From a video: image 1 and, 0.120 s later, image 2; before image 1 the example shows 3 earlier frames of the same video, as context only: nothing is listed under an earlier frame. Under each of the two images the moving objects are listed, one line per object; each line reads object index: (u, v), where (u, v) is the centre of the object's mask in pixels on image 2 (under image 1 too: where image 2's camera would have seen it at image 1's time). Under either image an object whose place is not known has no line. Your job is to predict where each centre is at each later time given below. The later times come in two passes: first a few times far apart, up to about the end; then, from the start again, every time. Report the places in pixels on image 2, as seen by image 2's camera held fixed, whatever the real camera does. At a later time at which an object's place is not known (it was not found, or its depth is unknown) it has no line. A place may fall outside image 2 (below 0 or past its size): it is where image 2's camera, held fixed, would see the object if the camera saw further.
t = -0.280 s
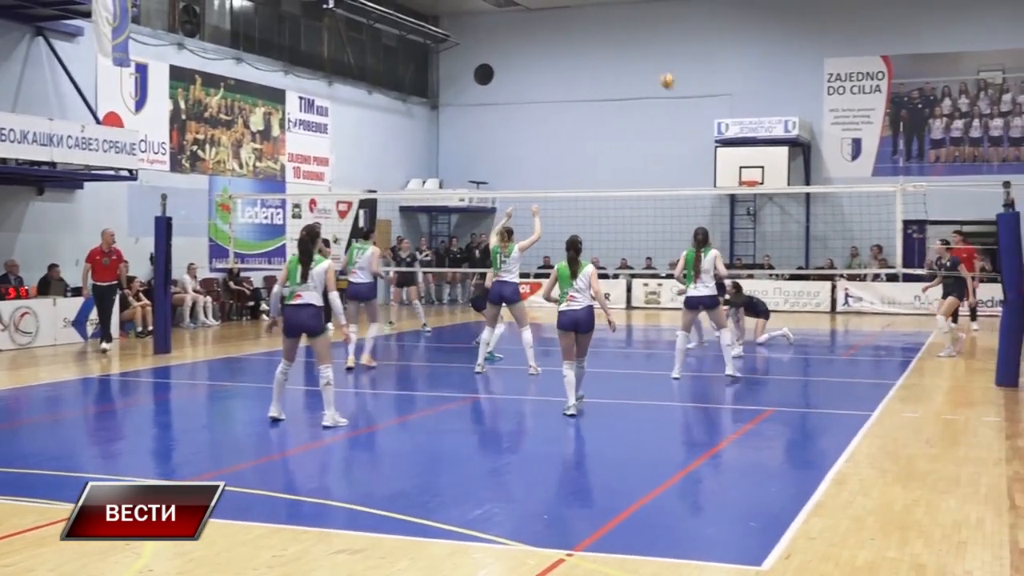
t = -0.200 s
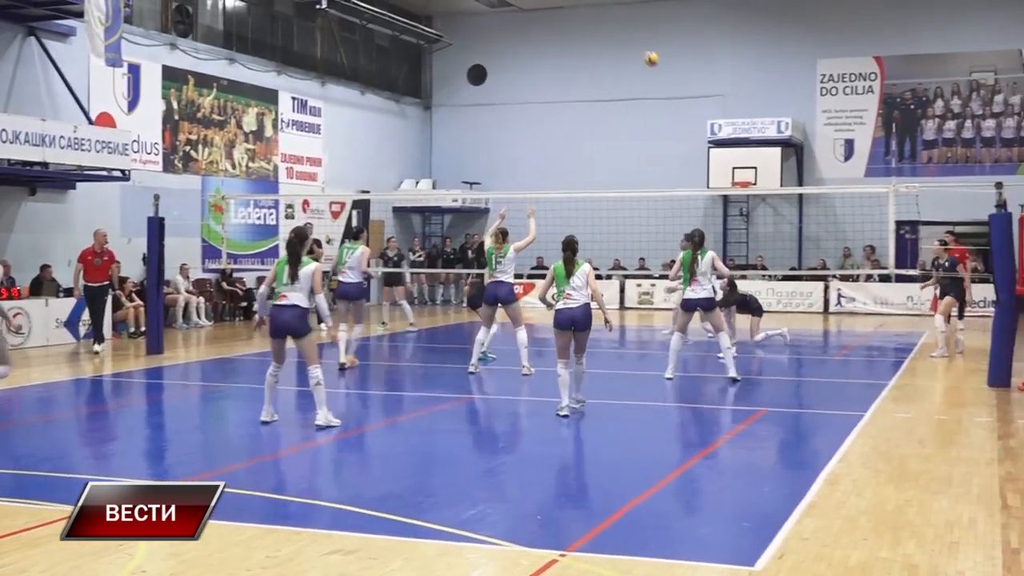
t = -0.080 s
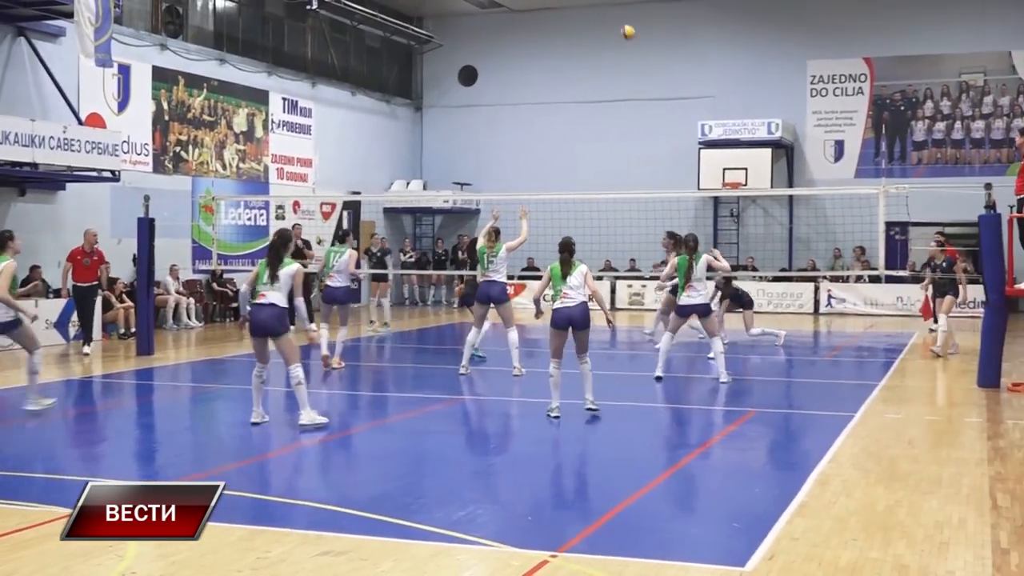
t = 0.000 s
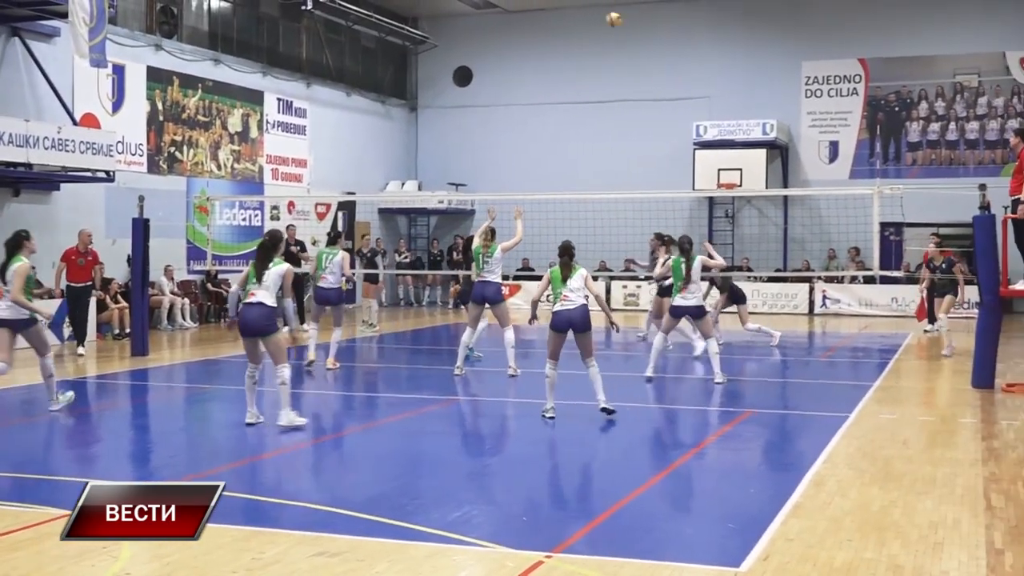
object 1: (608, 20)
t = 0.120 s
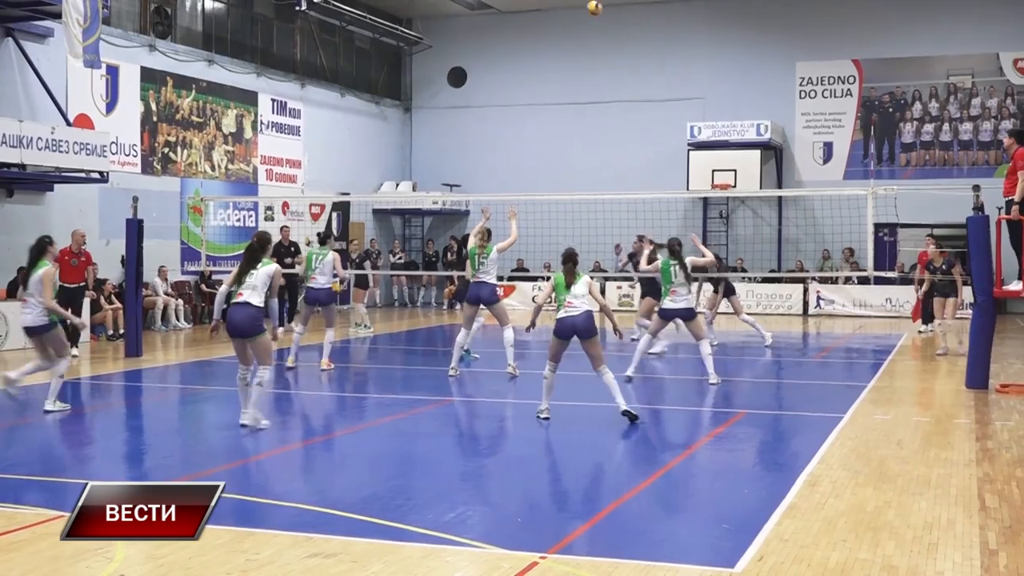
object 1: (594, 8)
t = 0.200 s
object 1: (584, 5)
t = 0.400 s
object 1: (562, 14)
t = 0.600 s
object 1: (539, 50)
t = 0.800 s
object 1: (516, 112)
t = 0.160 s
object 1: (589, 5)
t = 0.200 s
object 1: (584, 5)
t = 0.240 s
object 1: (580, 4)
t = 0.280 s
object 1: (576, 5)
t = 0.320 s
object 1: (571, 6)
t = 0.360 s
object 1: (567, 9)
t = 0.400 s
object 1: (562, 14)
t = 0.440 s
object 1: (557, 19)
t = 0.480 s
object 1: (553, 25)
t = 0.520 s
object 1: (548, 31)
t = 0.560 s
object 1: (544, 40)
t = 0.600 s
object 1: (539, 50)
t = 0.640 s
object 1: (534, 59)
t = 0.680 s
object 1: (530, 71)
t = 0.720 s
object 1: (525, 84)
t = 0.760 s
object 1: (520, 98)
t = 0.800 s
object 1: (516, 112)
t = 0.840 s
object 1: (510, 128)
